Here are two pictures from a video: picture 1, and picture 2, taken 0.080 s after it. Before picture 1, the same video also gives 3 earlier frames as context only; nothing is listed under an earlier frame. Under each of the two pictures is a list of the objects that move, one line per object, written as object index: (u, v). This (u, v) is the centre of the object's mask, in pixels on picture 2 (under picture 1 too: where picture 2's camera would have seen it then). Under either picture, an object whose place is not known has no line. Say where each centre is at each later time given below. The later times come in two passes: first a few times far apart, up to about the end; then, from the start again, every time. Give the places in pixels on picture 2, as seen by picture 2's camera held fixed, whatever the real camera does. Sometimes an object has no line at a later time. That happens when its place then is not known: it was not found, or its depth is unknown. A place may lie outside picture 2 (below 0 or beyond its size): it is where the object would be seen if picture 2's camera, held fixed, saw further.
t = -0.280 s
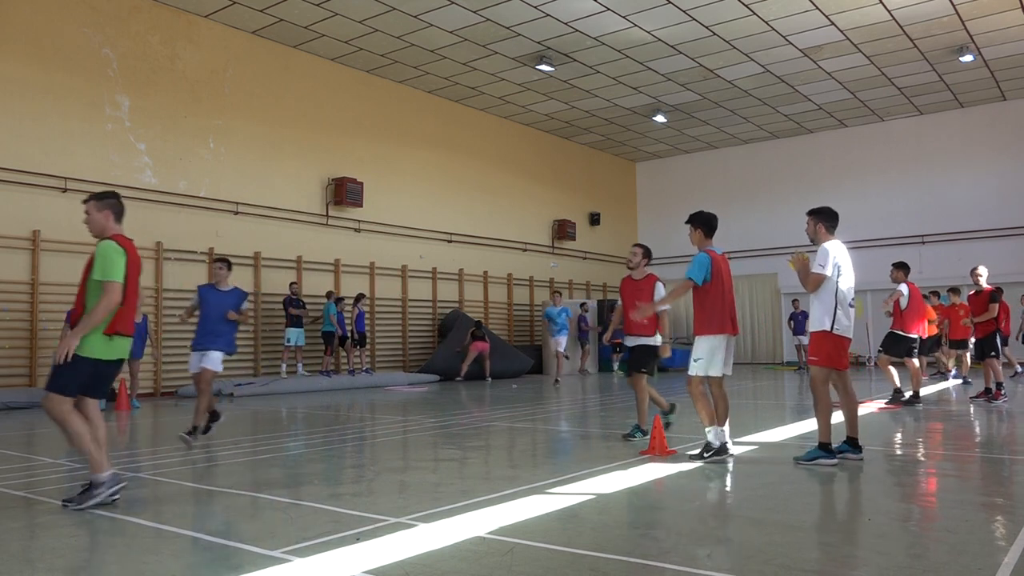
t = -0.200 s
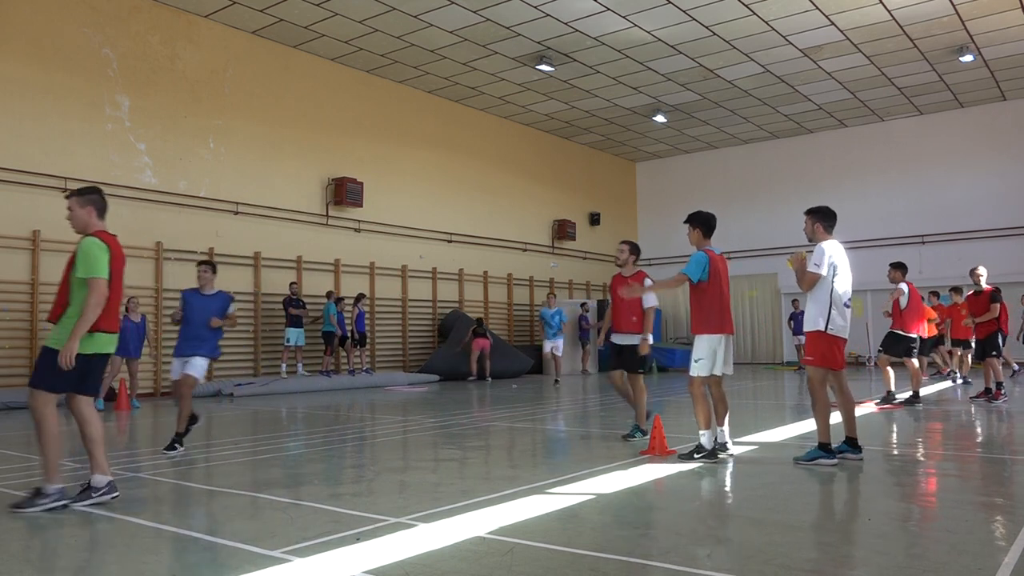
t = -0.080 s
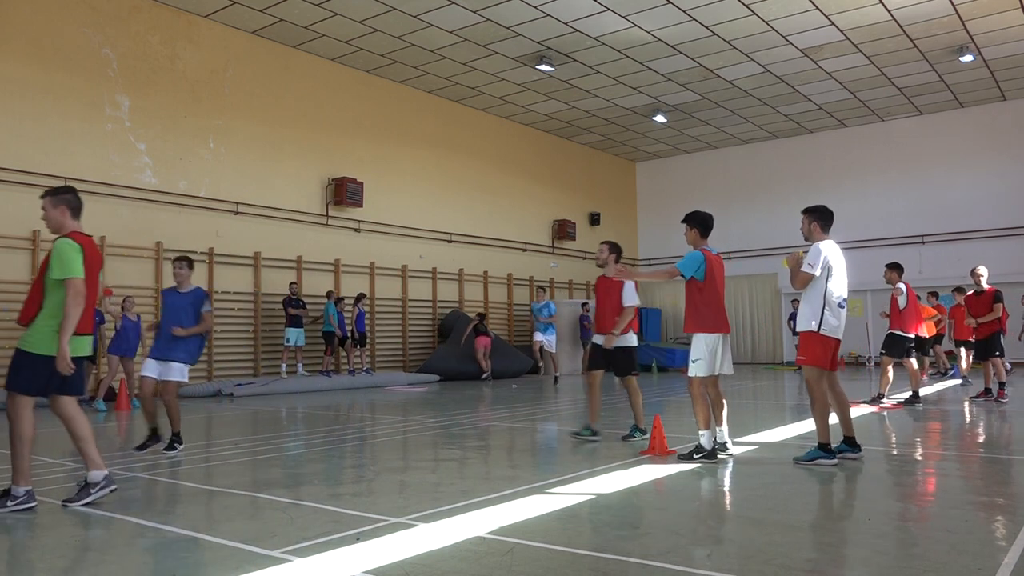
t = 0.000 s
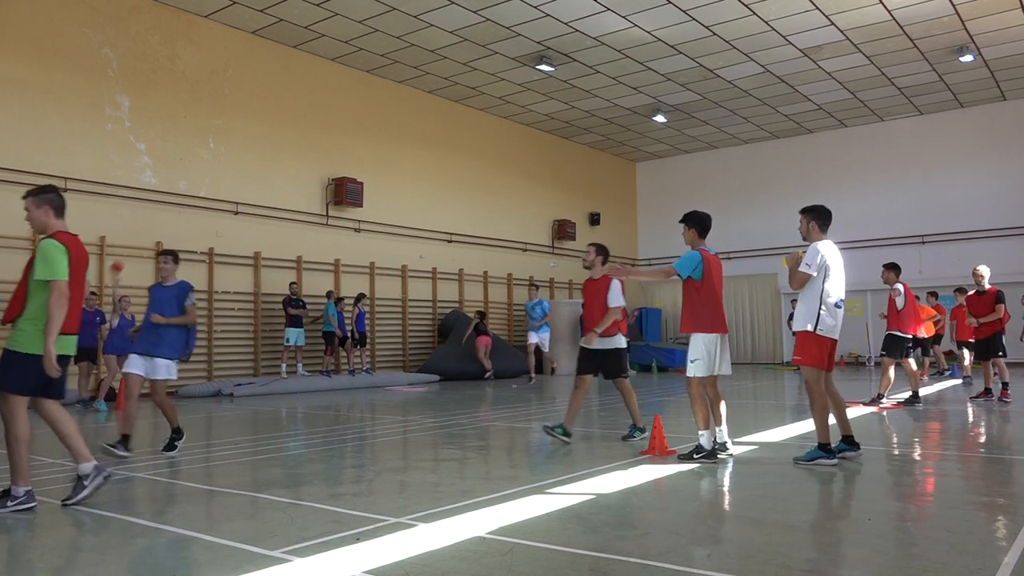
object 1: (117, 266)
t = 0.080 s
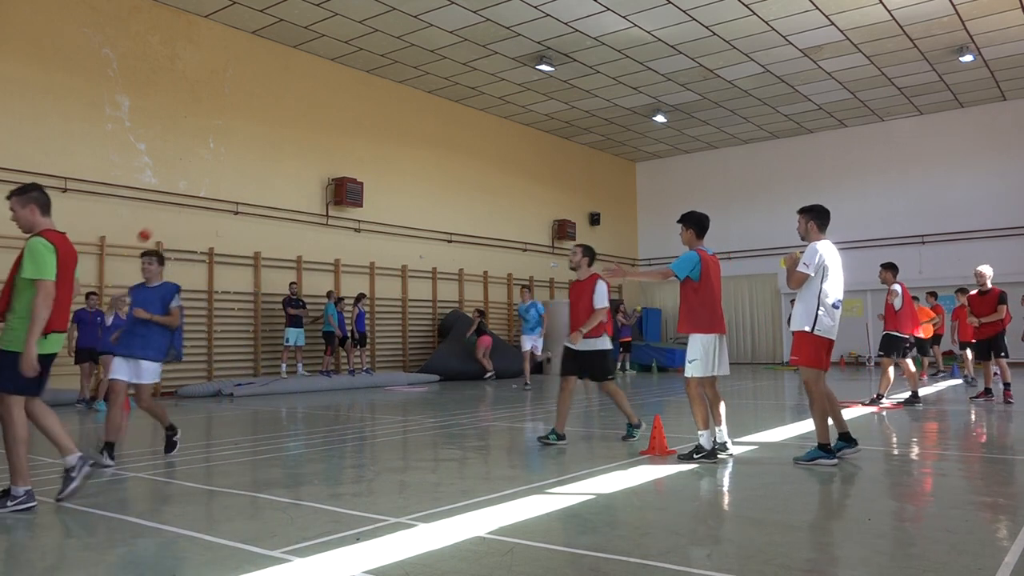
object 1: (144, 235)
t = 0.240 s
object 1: (203, 182)
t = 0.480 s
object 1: (301, 132)
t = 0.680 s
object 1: (396, 123)
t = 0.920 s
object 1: (532, 163)
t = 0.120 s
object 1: (158, 221)
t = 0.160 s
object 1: (173, 207)
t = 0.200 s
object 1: (188, 194)
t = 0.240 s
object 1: (203, 182)
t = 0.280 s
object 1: (219, 171)
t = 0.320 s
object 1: (235, 161)
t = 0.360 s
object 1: (251, 152)
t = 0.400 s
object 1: (267, 144)
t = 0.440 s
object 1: (284, 137)
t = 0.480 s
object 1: (301, 132)
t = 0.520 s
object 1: (319, 128)
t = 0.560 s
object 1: (338, 124)
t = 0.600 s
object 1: (357, 122)
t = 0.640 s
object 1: (376, 122)
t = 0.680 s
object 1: (396, 123)
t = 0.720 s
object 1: (417, 126)
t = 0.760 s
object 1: (439, 130)
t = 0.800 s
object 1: (461, 136)
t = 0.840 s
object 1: (484, 143)
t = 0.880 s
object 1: (508, 153)
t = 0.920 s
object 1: (532, 163)
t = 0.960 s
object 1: (557, 176)
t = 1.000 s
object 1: (584, 192)
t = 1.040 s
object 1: (611, 209)
